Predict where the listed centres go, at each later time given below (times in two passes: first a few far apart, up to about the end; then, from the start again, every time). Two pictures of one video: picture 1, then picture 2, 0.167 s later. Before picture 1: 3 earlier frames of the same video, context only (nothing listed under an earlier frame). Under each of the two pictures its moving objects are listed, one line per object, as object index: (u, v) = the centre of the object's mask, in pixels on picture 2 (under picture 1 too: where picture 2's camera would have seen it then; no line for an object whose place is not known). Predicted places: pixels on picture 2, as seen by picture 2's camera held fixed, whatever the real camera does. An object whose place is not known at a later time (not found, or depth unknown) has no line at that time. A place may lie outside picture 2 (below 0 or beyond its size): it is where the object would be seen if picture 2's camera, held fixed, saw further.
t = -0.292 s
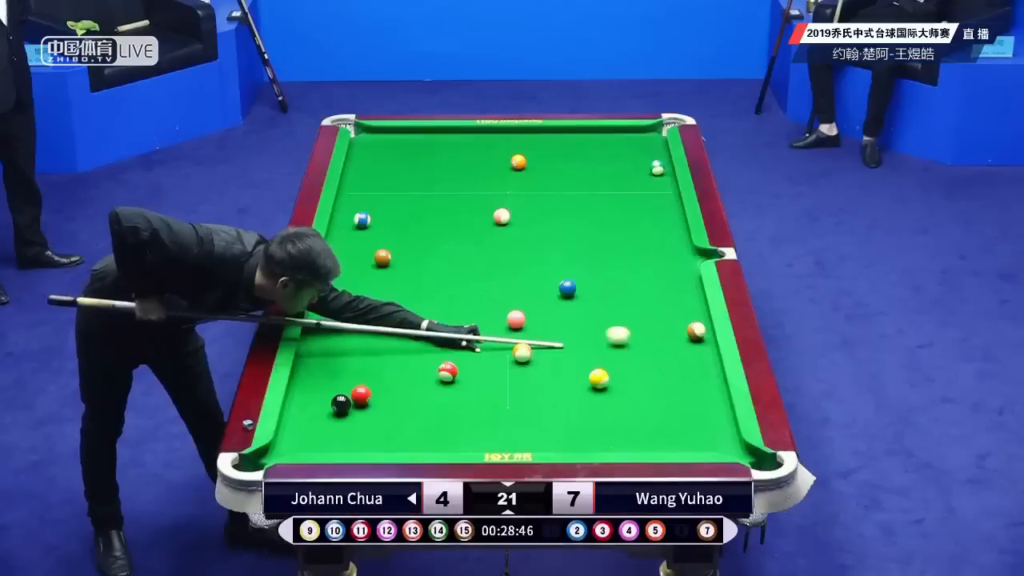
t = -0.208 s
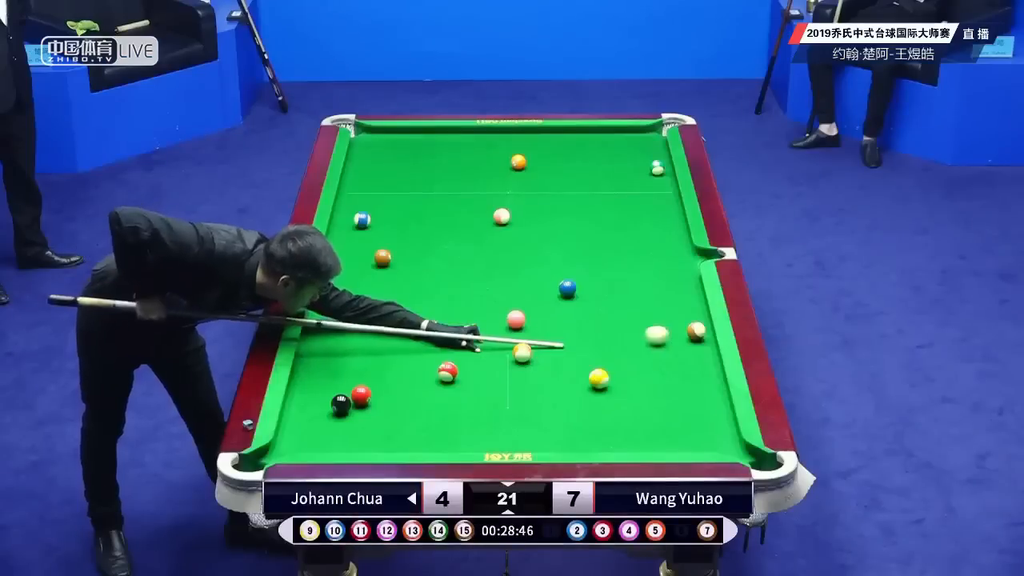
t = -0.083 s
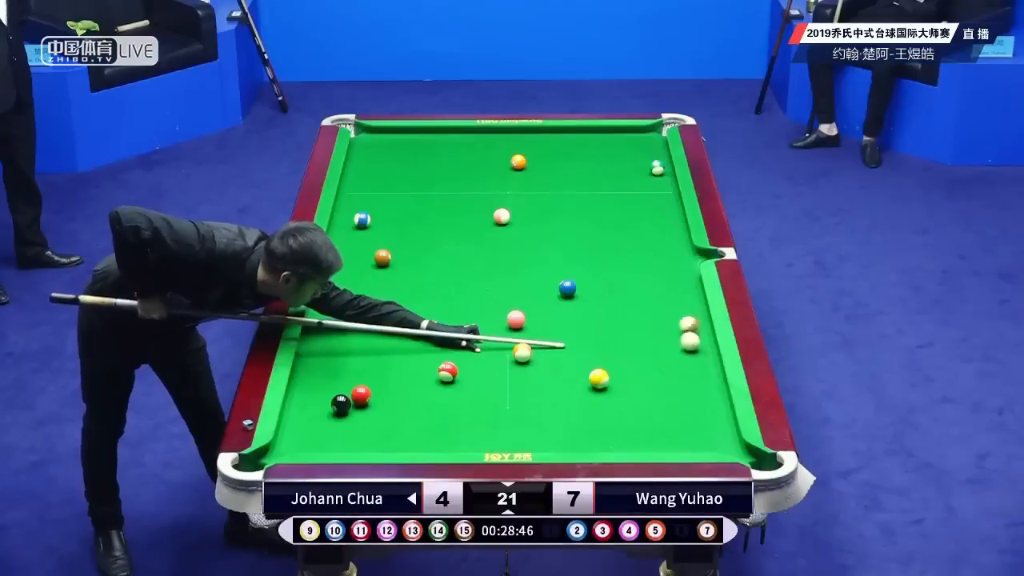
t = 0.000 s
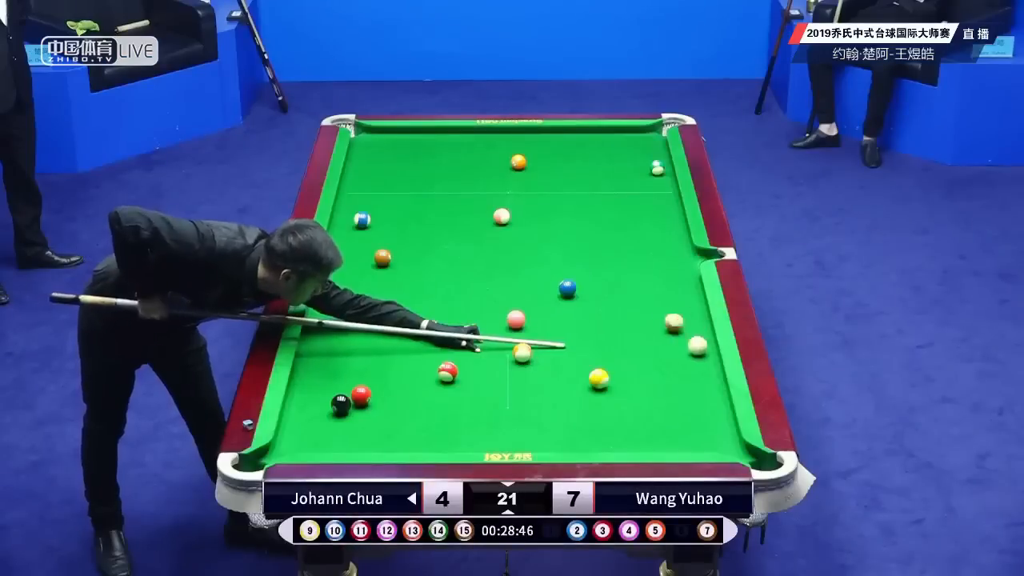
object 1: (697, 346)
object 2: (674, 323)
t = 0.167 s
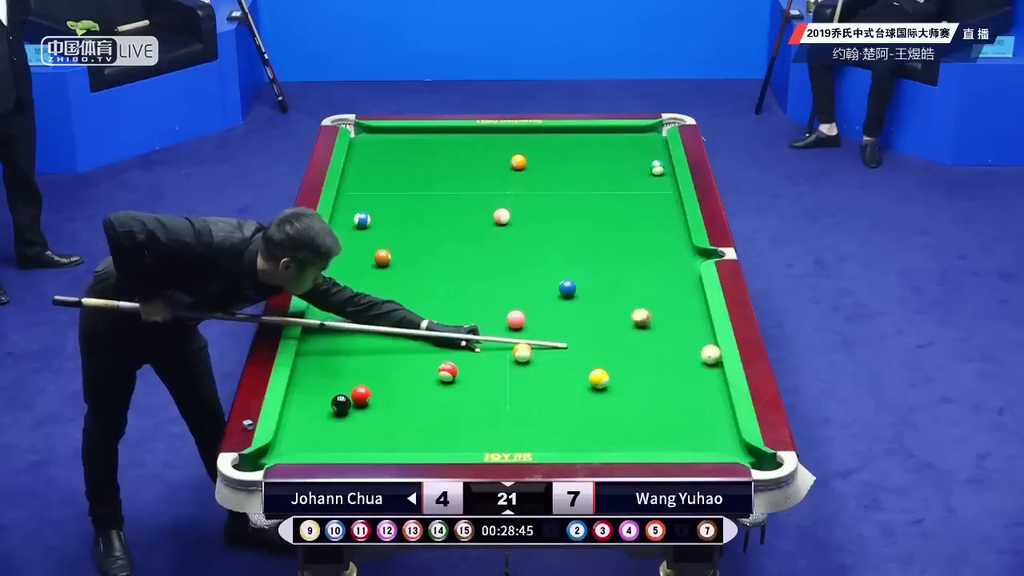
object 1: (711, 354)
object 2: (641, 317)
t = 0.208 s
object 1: (709, 357)
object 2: (634, 317)
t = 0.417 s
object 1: (702, 368)
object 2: (597, 310)
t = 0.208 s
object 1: (709, 357)
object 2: (634, 317)
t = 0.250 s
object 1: (708, 359)
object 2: (627, 315)
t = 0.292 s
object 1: (706, 361)
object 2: (619, 314)
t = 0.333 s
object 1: (705, 363)
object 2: (611, 313)
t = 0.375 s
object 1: (703, 365)
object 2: (604, 311)
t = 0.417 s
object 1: (702, 368)
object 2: (597, 310)
